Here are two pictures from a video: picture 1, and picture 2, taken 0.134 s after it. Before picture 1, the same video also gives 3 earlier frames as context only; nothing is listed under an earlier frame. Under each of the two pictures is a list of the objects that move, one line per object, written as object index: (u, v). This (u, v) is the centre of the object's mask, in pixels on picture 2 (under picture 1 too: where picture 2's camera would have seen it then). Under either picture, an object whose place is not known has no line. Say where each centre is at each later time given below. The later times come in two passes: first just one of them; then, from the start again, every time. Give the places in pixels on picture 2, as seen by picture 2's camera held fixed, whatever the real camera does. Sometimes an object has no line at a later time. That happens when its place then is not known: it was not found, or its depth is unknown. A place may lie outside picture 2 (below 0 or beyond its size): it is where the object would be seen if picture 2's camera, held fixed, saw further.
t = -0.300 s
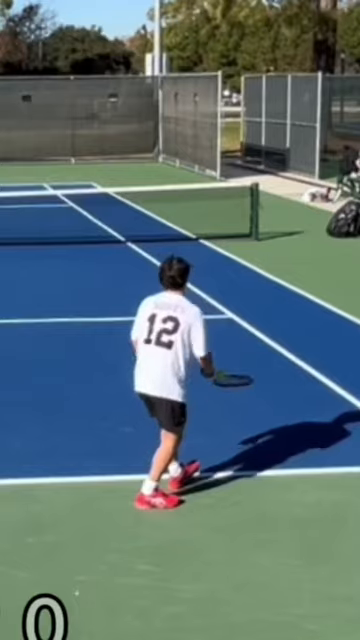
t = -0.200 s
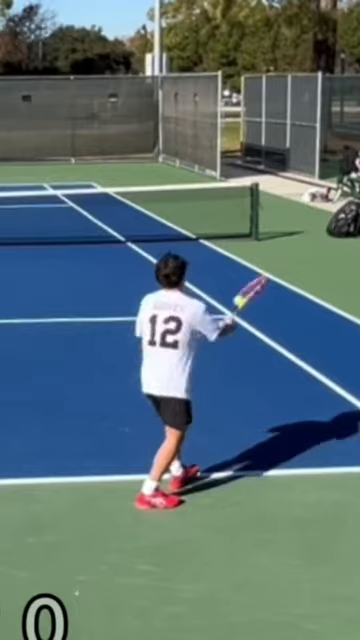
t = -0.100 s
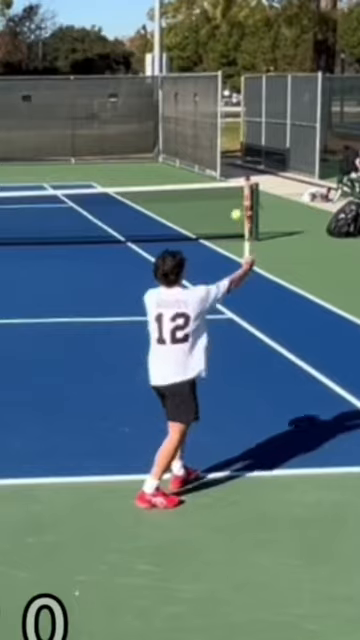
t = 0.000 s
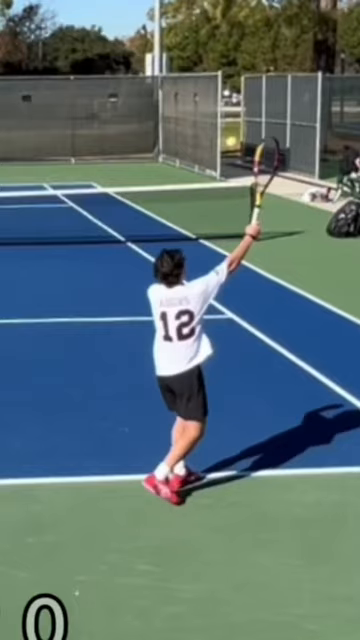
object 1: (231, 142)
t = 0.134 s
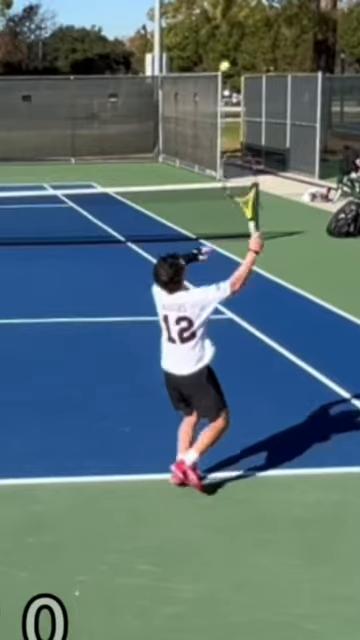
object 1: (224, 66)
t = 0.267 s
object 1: (217, 14)
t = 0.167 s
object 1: (223, 50)
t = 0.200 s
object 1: (220, 37)
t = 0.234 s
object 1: (219, 25)
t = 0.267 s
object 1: (217, 14)
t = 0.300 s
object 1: (215, 5)
